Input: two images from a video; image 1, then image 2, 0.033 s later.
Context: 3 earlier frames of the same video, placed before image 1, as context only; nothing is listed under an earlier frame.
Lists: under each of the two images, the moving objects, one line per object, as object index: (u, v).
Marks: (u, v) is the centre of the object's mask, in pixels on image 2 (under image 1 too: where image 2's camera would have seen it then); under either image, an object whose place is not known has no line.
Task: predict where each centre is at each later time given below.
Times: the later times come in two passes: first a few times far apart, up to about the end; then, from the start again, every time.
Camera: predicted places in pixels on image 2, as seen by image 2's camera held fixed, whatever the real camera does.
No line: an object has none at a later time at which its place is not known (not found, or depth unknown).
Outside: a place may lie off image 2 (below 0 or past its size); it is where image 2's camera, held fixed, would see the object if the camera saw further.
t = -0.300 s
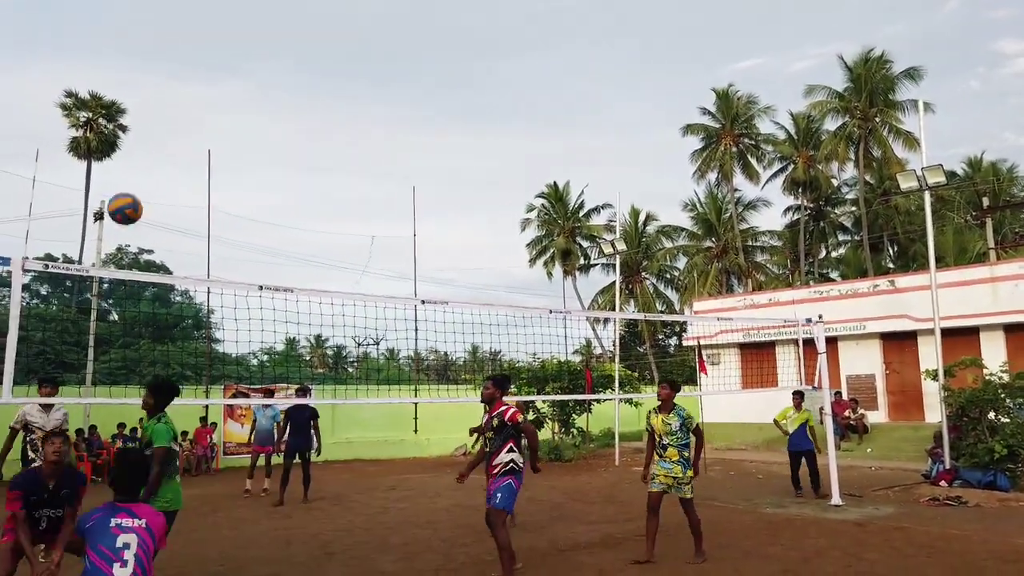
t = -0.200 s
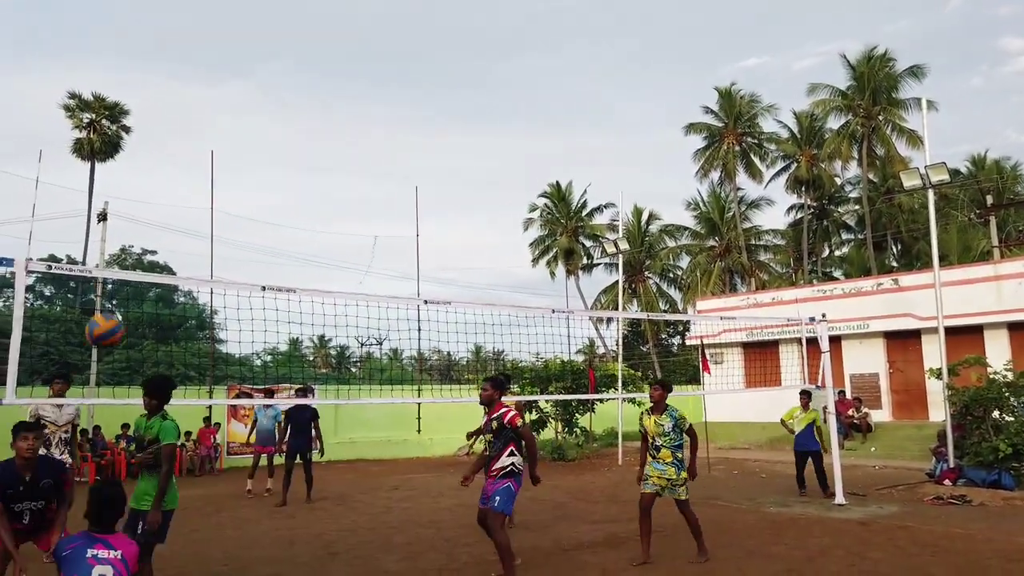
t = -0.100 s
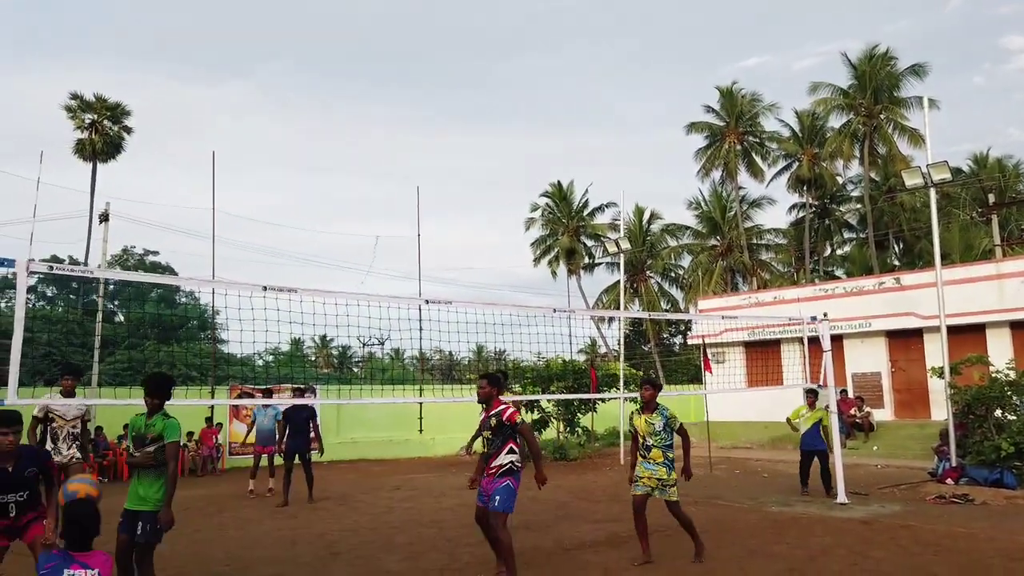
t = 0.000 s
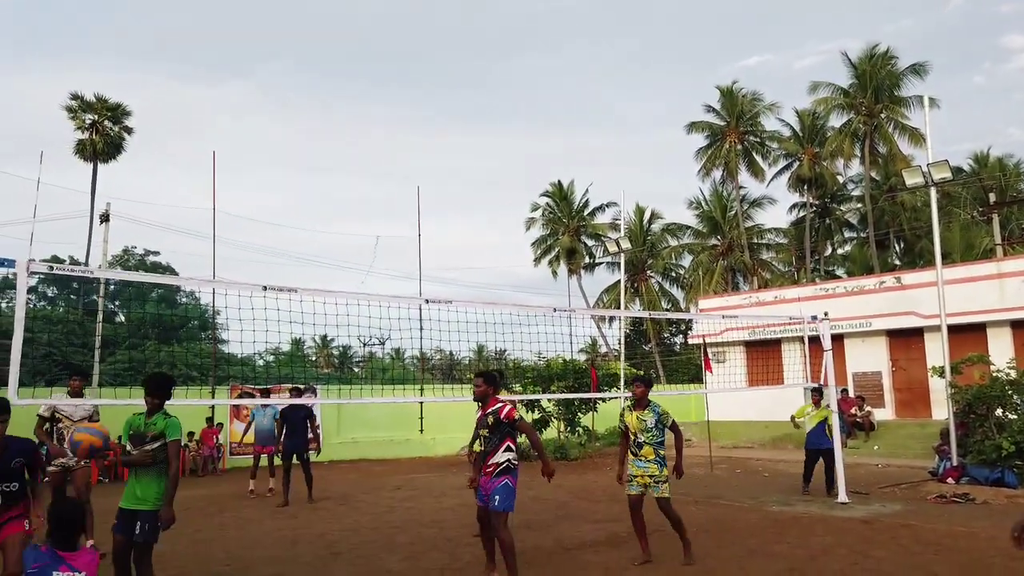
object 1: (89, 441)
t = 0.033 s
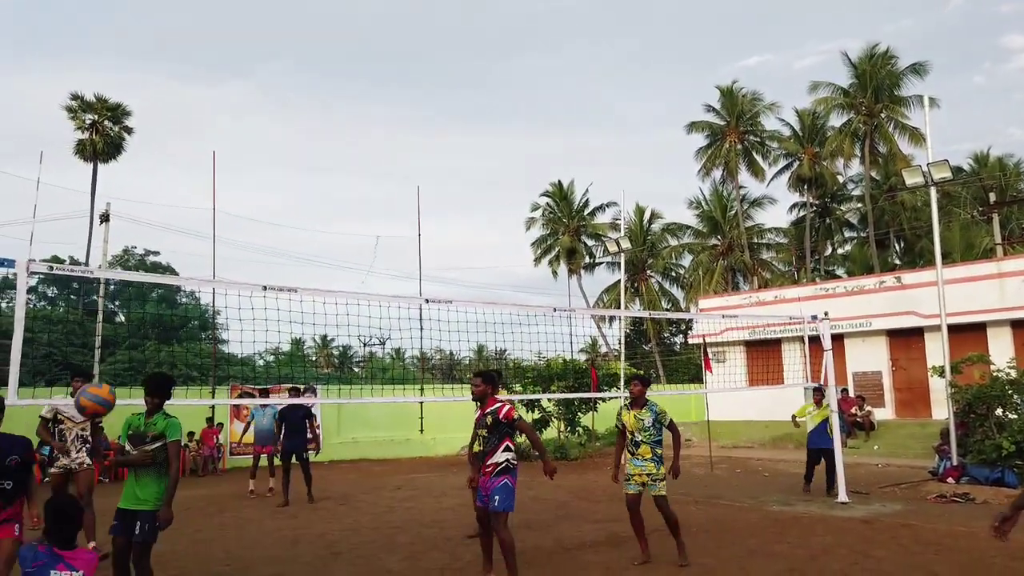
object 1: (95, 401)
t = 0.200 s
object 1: (123, 244)
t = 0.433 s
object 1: (155, 124)
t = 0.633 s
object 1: (177, 90)
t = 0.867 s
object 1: (199, 115)
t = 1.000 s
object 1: (209, 155)
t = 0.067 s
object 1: (100, 362)
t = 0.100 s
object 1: (107, 329)
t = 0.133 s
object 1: (111, 298)
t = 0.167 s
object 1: (117, 270)
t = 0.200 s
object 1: (123, 244)
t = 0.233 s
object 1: (128, 220)
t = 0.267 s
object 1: (133, 199)
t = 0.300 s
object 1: (138, 180)
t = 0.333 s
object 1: (142, 163)
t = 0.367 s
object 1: (147, 148)
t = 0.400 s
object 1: (151, 135)
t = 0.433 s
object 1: (155, 124)
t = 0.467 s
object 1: (159, 114)
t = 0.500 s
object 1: (163, 106)
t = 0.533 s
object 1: (167, 100)
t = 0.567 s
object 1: (170, 96)
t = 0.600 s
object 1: (174, 93)
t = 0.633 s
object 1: (177, 90)
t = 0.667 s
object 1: (181, 90)
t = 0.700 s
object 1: (184, 91)
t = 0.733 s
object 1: (187, 93)
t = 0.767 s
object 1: (190, 96)
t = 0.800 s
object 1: (193, 101)
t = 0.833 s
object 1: (196, 107)
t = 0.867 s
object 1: (199, 115)
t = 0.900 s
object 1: (201, 123)
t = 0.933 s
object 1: (204, 133)
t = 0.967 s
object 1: (207, 144)
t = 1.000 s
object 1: (209, 155)
